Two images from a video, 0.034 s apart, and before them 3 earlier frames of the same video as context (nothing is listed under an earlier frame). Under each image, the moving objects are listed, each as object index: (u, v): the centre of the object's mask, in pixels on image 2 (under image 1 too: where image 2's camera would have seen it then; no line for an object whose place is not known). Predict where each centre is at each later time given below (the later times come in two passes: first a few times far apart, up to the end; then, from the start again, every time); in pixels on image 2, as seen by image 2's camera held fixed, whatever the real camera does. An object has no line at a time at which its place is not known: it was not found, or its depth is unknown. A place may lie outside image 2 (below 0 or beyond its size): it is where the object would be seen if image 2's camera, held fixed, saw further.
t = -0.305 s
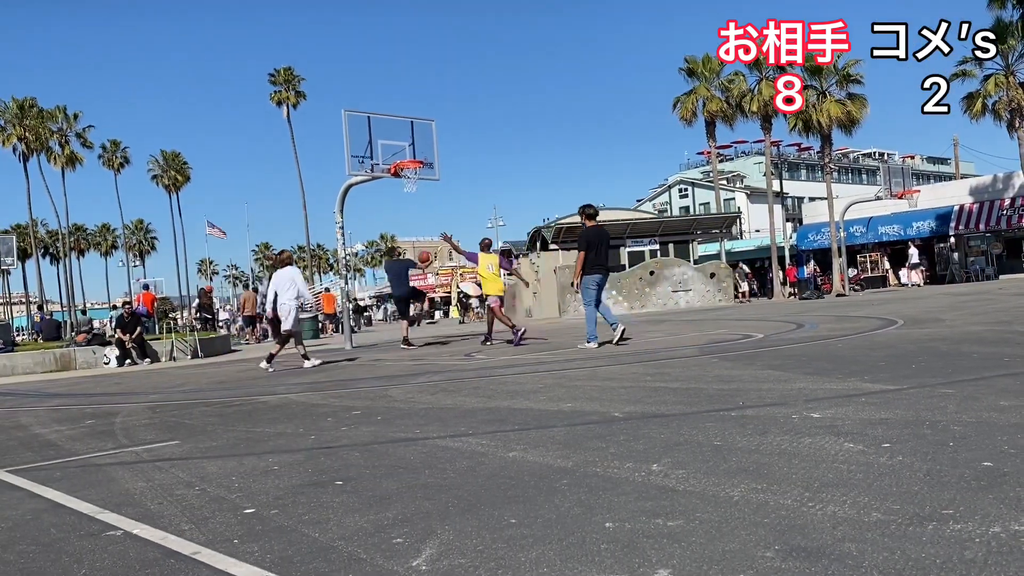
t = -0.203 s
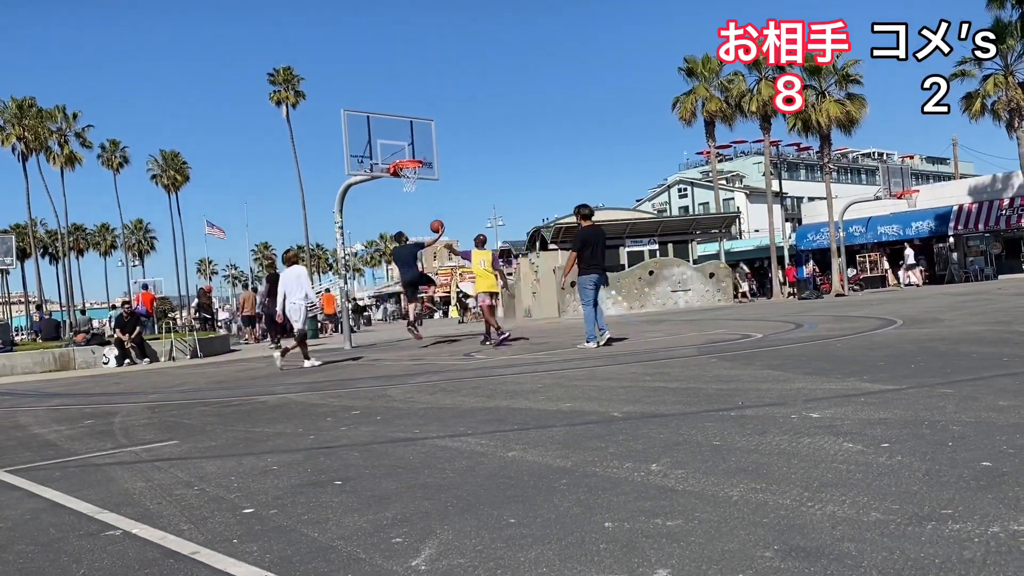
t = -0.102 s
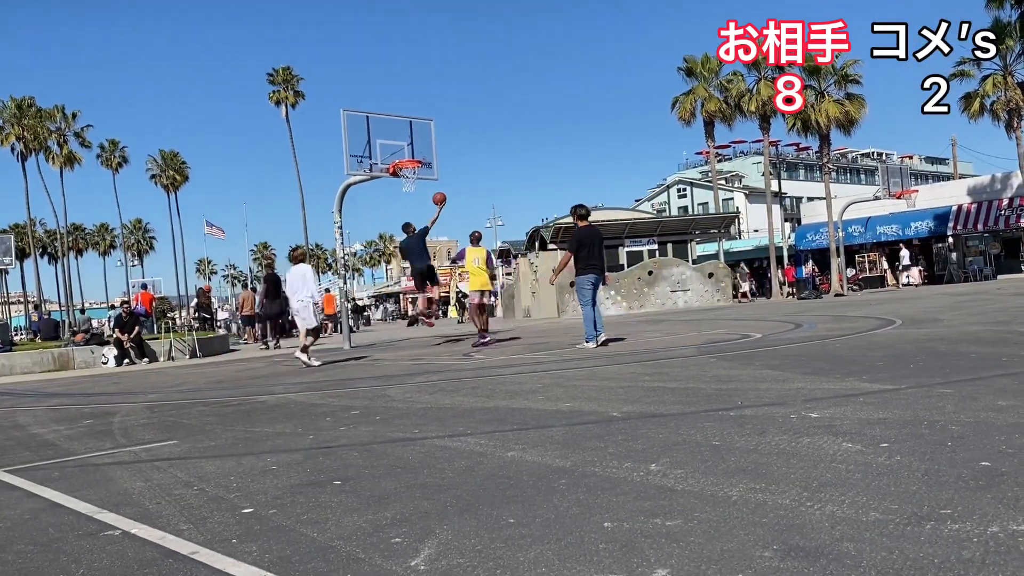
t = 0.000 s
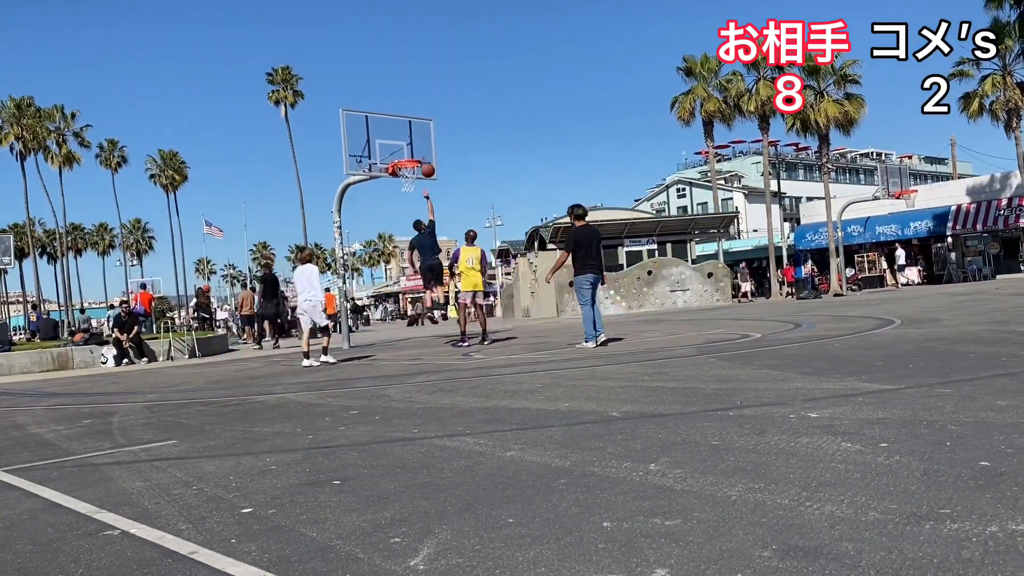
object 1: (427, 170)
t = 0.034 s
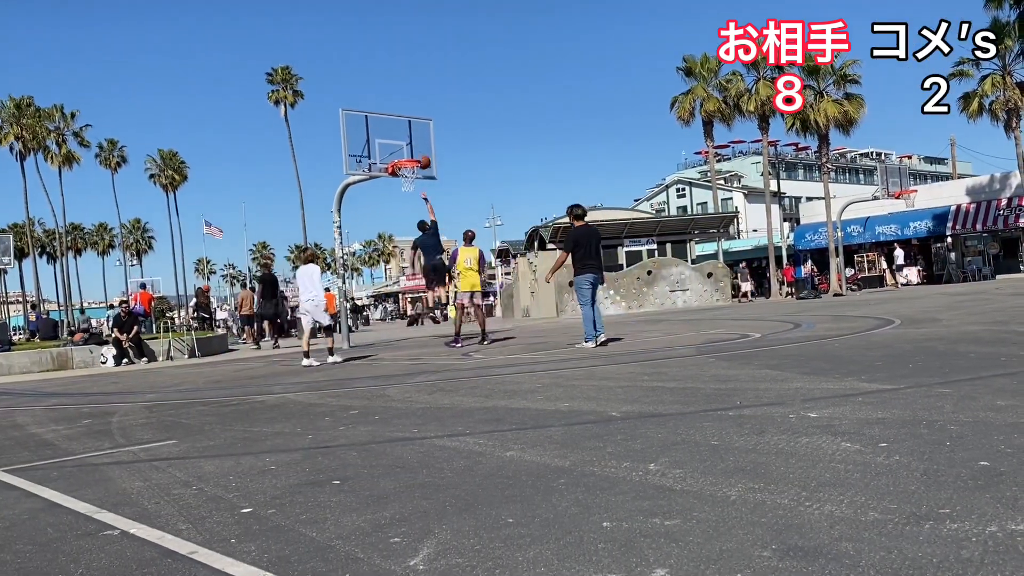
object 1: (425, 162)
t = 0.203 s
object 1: (409, 134)
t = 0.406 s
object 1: (400, 124)
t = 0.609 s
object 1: (394, 139)
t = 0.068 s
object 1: (419, 154)
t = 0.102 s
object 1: (415, 147)
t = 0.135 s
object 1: (412, 141)
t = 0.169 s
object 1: (410, 137)
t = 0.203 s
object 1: (409, 134)
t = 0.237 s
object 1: (407, 130)
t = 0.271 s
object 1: (406, 128)
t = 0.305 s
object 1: (404, 126)
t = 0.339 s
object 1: (403, 125)
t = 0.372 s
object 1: (402, 124)
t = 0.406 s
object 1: (400, 124)
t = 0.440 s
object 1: (399, 125)
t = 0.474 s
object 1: (398, 127)
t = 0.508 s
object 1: (397, 129)
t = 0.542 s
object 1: (396, 132)
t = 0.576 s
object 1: (395, 135)
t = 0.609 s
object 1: (394, 139)
